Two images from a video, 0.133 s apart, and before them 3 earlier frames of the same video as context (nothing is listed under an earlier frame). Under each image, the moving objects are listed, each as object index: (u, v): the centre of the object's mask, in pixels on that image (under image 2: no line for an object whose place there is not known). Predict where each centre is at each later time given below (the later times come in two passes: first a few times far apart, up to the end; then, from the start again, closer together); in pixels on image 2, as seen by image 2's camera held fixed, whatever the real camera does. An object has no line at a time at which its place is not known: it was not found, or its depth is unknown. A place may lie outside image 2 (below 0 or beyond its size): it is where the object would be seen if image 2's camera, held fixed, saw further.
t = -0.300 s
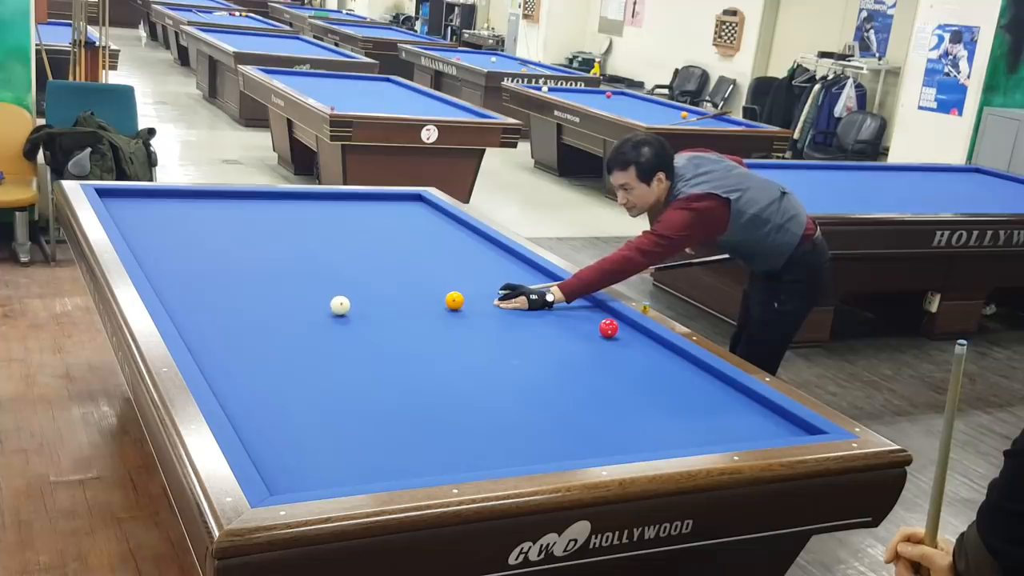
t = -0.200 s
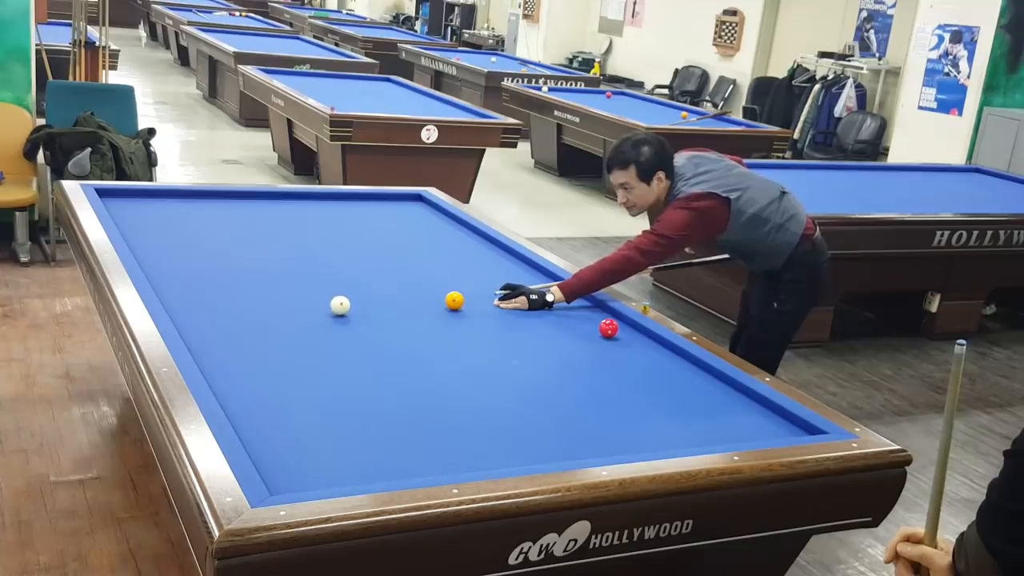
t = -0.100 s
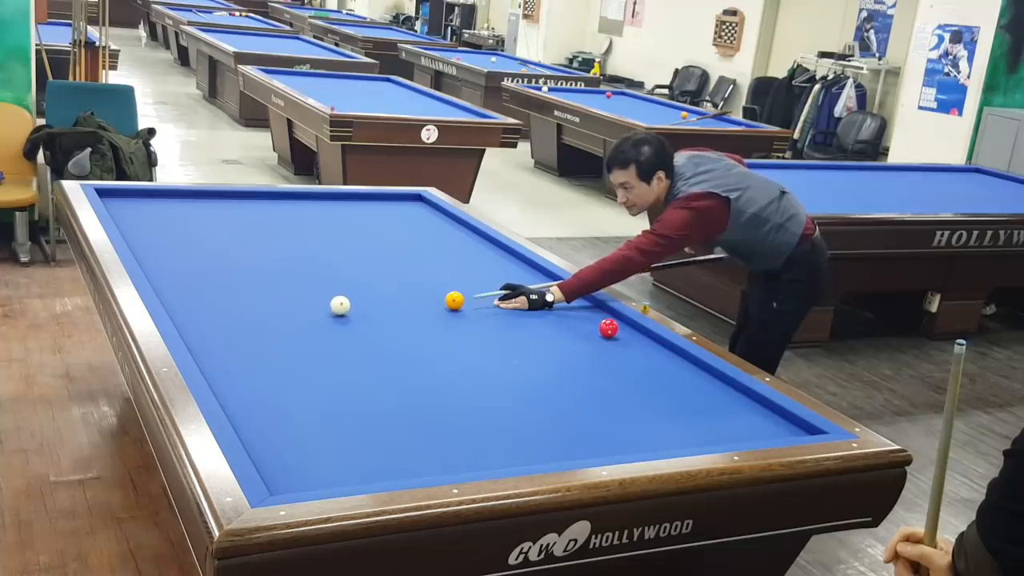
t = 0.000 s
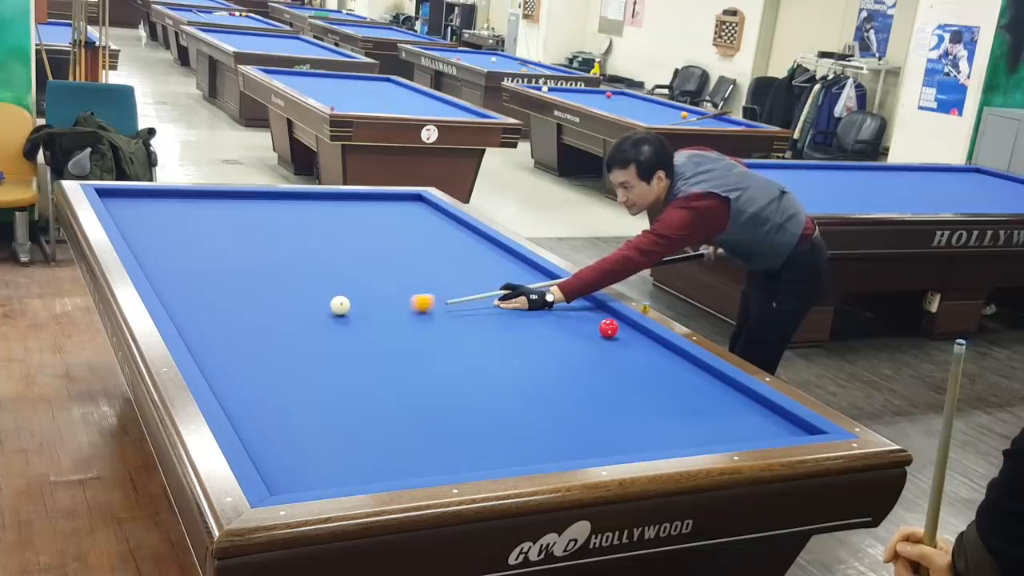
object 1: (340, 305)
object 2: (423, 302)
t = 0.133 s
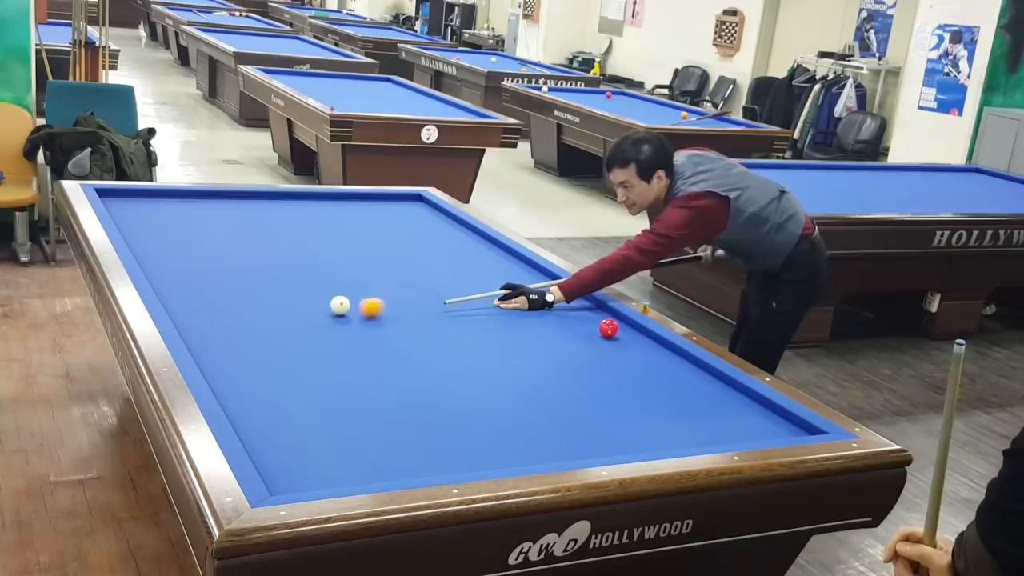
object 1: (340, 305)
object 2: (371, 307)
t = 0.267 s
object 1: (319, 301)
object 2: (341, 316)
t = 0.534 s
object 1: (277, 293)
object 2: (281, 338)
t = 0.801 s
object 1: (237, 285)
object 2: (212, 363)
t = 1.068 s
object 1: (199, 277)
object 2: (279, 386)
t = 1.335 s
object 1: (163, 270)
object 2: (352, 411)
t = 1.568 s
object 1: (156, 264)
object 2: (419, 433)
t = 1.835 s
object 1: (168, 259)
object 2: (500, 459)
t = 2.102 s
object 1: (180, 254)
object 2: (534, 441)
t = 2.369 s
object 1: (191, 250)
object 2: (560, 419)
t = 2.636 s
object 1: (200, 246)
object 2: (581, 400)
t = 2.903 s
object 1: (209, 241)
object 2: (601, 383)
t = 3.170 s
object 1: (218, 238)
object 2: (618, 368)
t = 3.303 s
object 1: (222, 236)
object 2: (627, 361)
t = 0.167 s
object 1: (339, 305)
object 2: (360, 309)
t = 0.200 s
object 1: (332, 303)
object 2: (354, 311)
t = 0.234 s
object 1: (326, 302)
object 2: (347, 314)
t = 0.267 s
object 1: (319, 301)
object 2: (341, 316)
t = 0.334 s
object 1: (308, 299)
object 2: (327, 321)
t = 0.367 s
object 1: (303, 298)
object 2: (320, 324)
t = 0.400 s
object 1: (297, 297)
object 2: (312, 327)
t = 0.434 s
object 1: (292, 296)
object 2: (305, 329)
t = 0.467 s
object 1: (287, 295)
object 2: (297, 332)
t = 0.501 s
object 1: (282, 294)
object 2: (289, 335)
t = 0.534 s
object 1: (277, 293)
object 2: (281, 338)
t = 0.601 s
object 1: (267, 291)
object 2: (265, 344)
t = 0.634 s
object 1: (262, 290)
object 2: (256, 347)
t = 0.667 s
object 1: (257, 289)
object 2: (248, 350)
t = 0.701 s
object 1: (252, 288)
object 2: (239, 353)
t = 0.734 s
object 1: (247, 287)
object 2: (230, 356)
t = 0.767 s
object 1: (242, 286)
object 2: (221, 359)
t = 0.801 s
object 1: (237, 285)
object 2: (212, 363)
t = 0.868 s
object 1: (228, 283)
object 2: (223, 369)
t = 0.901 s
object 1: (223, 282)
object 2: (234, 372)
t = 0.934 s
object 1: (218, 281)
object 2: (244, 375)
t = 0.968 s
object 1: (213, 280)
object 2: (253, 377)
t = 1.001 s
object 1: (209, 279)
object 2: (261, 381)
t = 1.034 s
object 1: (204, 278)
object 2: (270, 383)
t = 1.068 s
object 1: (199, 277)
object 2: (279, 386)
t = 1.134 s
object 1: (190, 275)
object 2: (297, 392)
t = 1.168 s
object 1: (185, 274)
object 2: (306, 395)
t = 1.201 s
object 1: (181, 273)
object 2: (315, 398)
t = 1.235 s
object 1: (176, 273)
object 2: (324, 402)
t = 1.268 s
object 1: (172, 272)
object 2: (333, 404)
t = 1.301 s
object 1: (167, 271)
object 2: (343, 408)
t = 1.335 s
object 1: (163, 270)
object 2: (352, 411)
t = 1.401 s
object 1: (154, 268)
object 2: (371, 417)
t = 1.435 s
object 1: (150, 267)
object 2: (380, 421)
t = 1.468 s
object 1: (150, 266)
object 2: (390, 424)
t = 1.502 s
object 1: (152, 266)
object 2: (400, 427)
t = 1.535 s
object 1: (153, 265)
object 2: (410, 430)
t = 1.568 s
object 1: (156, 264)
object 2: (419, 433)
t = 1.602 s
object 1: (157, 264)
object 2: (429, 437)
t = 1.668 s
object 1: (160, 263)
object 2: (449, 444)
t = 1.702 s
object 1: (162, 262)
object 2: (459, 447)
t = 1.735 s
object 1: (164, 261)
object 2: (469, 450)
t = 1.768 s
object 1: (165, 260)
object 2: (479, 454)
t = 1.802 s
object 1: (167, 260)
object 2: (489, 457)
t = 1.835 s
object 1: (168, 259)
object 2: (500, 459)
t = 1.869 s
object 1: (170, 259)
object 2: (509, 460)
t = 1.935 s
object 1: (173, 257)
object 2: (516, 455)
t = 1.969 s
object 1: (174, 257)
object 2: (520, 453)
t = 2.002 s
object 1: (175, 256)
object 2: (524, 450)
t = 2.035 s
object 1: (177, 256)
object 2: (527, 447)
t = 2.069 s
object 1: (178, 255)
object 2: (530, 444)
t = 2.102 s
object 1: (180, 254)
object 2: (534, 441)
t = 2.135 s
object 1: (181, 254)
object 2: (537, 438)
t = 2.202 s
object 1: (184, 252)
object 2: (544, 432)
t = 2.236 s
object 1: (185, 252)
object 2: (547, 430)
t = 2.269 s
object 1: (186, 251)
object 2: (550, 427)
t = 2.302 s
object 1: (188, 251)
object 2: (553, 424)
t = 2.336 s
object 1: (189, 250)
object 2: (556, 421)
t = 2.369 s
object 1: (191, 250)
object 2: (560, 419)
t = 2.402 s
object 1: (192, 249)
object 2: (562, 416)
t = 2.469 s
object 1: (195, 248)
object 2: (568, 411)
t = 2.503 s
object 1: (196, 248)
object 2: (571, 409)
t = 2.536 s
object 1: (197, 247)
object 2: (573, 407)
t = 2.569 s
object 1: (198, 247)
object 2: (576, 404)
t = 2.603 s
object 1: (199, 246)
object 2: (579, 402)
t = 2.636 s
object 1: (200, 246)
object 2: (581, 400)
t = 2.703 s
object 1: (202, 245)
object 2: (586, 395)
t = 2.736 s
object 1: (204, 244)
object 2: (589, 393)
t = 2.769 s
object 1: (205, 243)
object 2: (591, 391)
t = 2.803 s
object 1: (206, 243)
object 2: (594, 389)
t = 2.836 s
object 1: (207, 243)
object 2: (596, 387)
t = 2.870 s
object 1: (208, 242)
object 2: (599, 385)
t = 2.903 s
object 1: (209, 241)
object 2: (601, 383)
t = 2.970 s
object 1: (211, 241)
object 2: (606, 379)
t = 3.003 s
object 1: (212, 240)
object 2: (608, 377)
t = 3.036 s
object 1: (213, 240)
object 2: (610, 375)
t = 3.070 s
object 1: (214, 239)
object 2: (612, 373)
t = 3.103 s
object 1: (215, 239)
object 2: (615, 371)
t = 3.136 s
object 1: (217, 239)
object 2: (616, 369)
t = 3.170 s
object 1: (218, 238)
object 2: (618, 368)
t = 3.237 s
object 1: (220, 237)
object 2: (623, 364)
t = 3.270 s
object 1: (221, 237)
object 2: (625, 362)
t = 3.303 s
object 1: (222, 236)
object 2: (627, 361)
